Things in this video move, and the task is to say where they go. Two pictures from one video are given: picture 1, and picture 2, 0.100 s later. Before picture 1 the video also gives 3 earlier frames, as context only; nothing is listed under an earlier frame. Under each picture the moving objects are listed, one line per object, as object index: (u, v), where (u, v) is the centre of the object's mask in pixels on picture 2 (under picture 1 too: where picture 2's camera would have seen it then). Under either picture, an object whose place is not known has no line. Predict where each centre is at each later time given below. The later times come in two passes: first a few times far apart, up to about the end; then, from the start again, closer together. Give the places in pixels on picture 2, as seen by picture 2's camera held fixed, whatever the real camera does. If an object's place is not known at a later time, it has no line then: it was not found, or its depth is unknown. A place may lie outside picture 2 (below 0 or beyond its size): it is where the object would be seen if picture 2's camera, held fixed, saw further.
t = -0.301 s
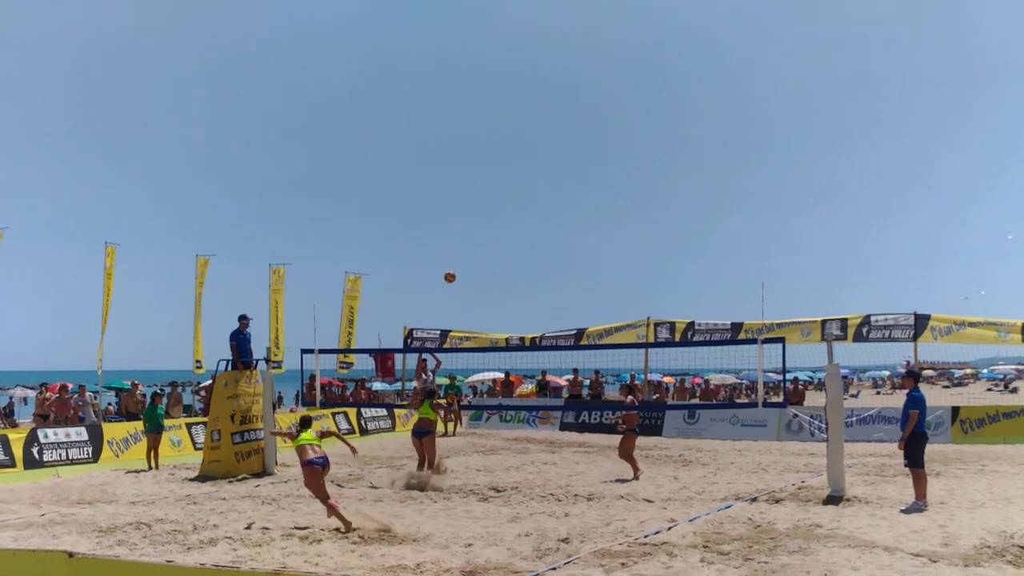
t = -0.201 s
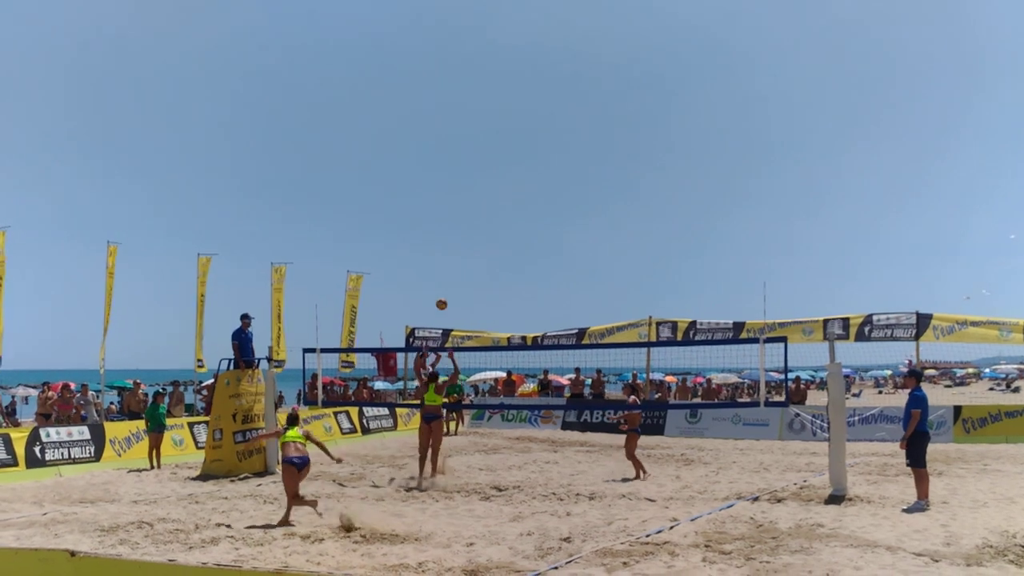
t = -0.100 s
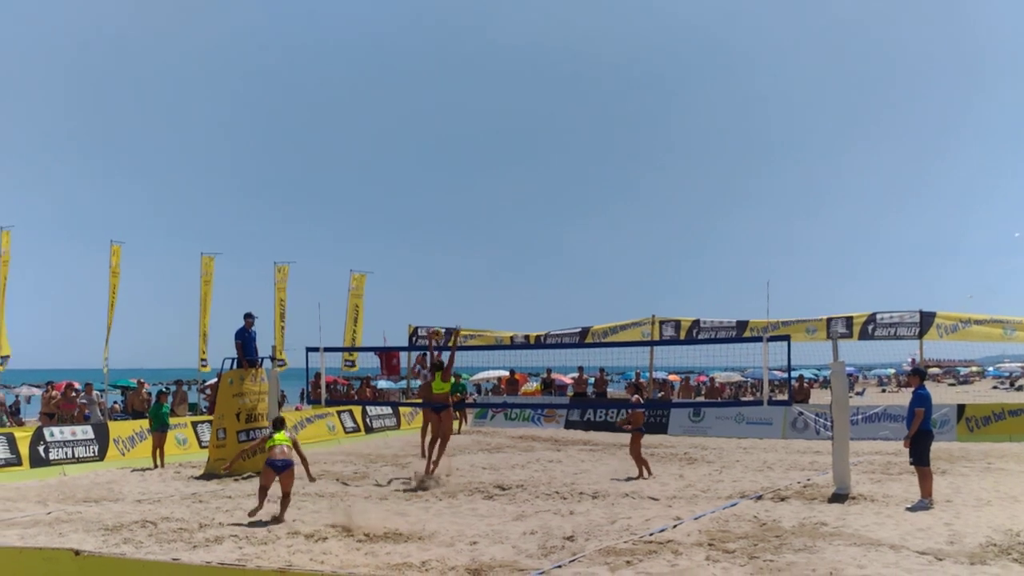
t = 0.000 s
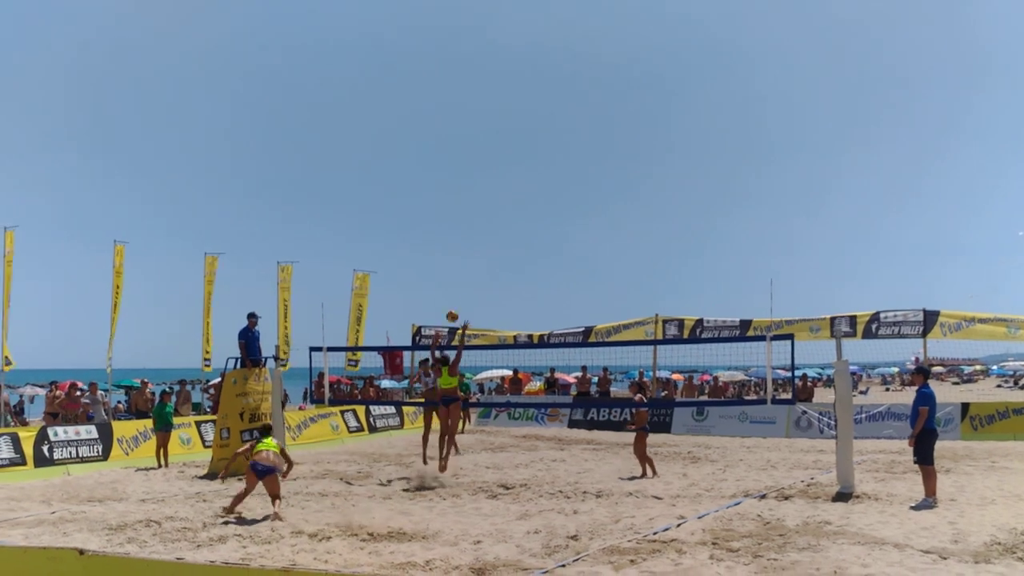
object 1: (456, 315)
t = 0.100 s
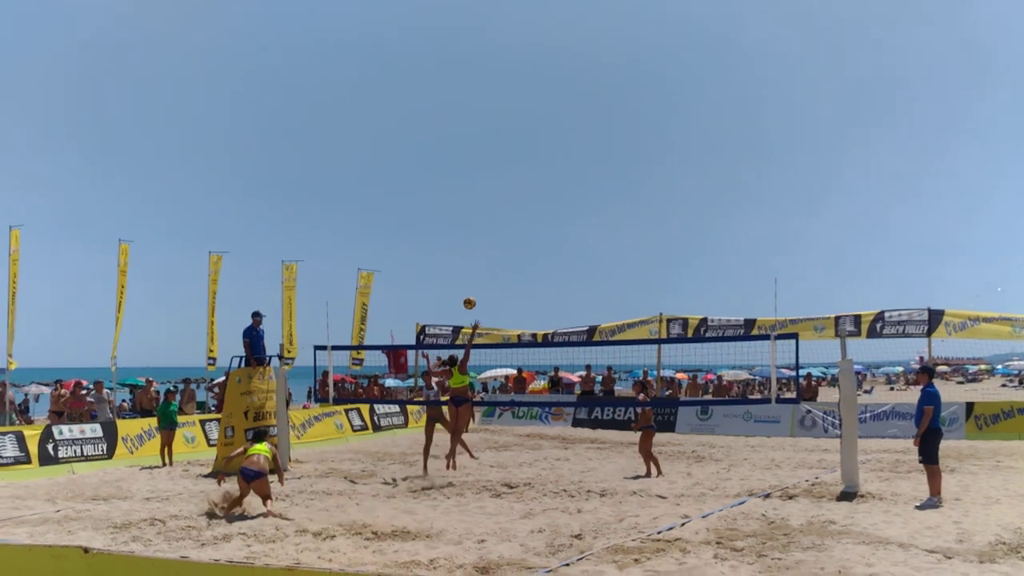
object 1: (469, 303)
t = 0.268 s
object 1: (494, 296)
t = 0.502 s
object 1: (533, 316)
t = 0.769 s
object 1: (584, 393)
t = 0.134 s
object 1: (474, 301)
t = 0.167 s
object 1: (479, 298)
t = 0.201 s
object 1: (484, 297)
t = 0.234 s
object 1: (489, 296)
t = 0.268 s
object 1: (494, 296)
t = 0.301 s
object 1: (500, 296)
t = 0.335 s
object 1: (505, 297)
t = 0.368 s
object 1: (510, 299)
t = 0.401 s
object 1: (516, 302)
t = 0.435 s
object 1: (522, 305)
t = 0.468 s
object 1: (528, 310)
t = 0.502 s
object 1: (533, 316)
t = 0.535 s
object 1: (540, 322)
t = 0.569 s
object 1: (546, 329)
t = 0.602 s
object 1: (552, 338)
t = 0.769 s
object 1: (584, 393)
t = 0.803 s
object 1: (592, 408)
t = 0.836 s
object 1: (599, 423)
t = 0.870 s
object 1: (606, 441)
